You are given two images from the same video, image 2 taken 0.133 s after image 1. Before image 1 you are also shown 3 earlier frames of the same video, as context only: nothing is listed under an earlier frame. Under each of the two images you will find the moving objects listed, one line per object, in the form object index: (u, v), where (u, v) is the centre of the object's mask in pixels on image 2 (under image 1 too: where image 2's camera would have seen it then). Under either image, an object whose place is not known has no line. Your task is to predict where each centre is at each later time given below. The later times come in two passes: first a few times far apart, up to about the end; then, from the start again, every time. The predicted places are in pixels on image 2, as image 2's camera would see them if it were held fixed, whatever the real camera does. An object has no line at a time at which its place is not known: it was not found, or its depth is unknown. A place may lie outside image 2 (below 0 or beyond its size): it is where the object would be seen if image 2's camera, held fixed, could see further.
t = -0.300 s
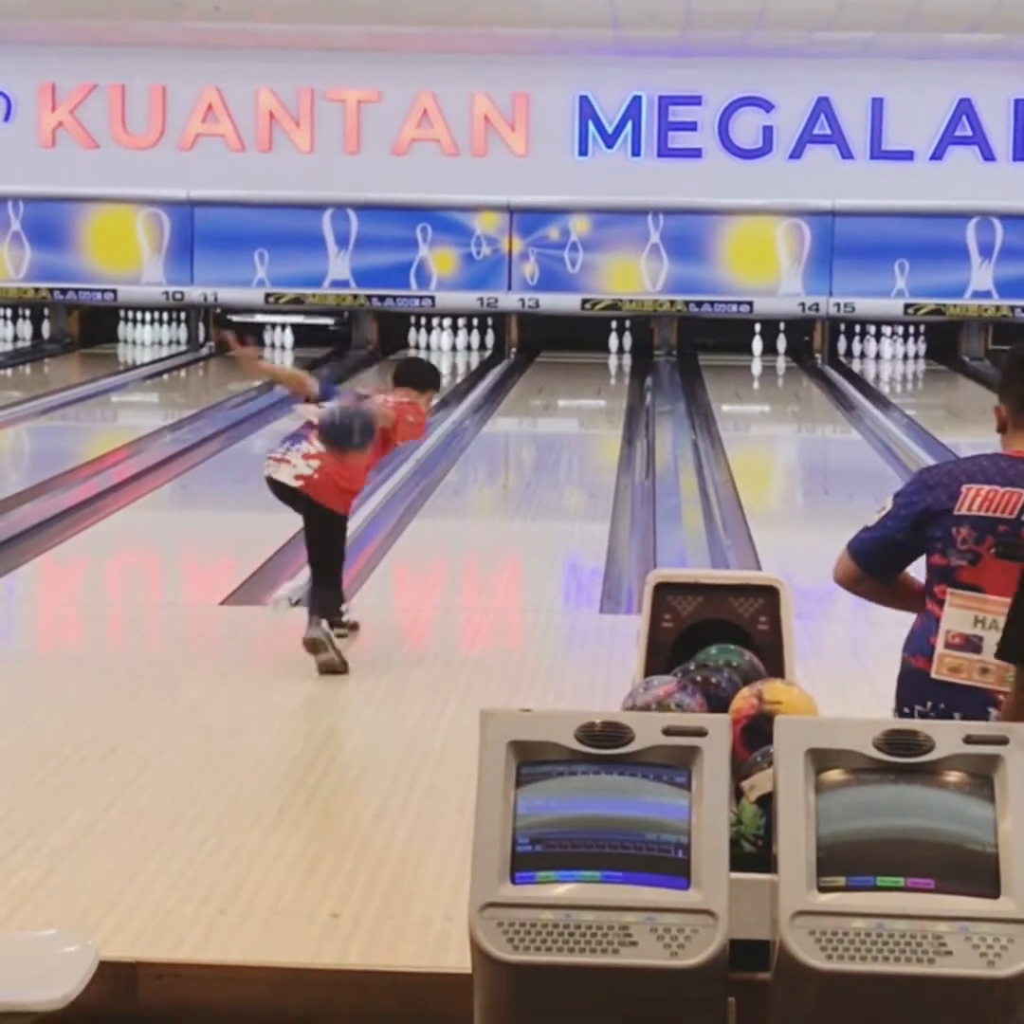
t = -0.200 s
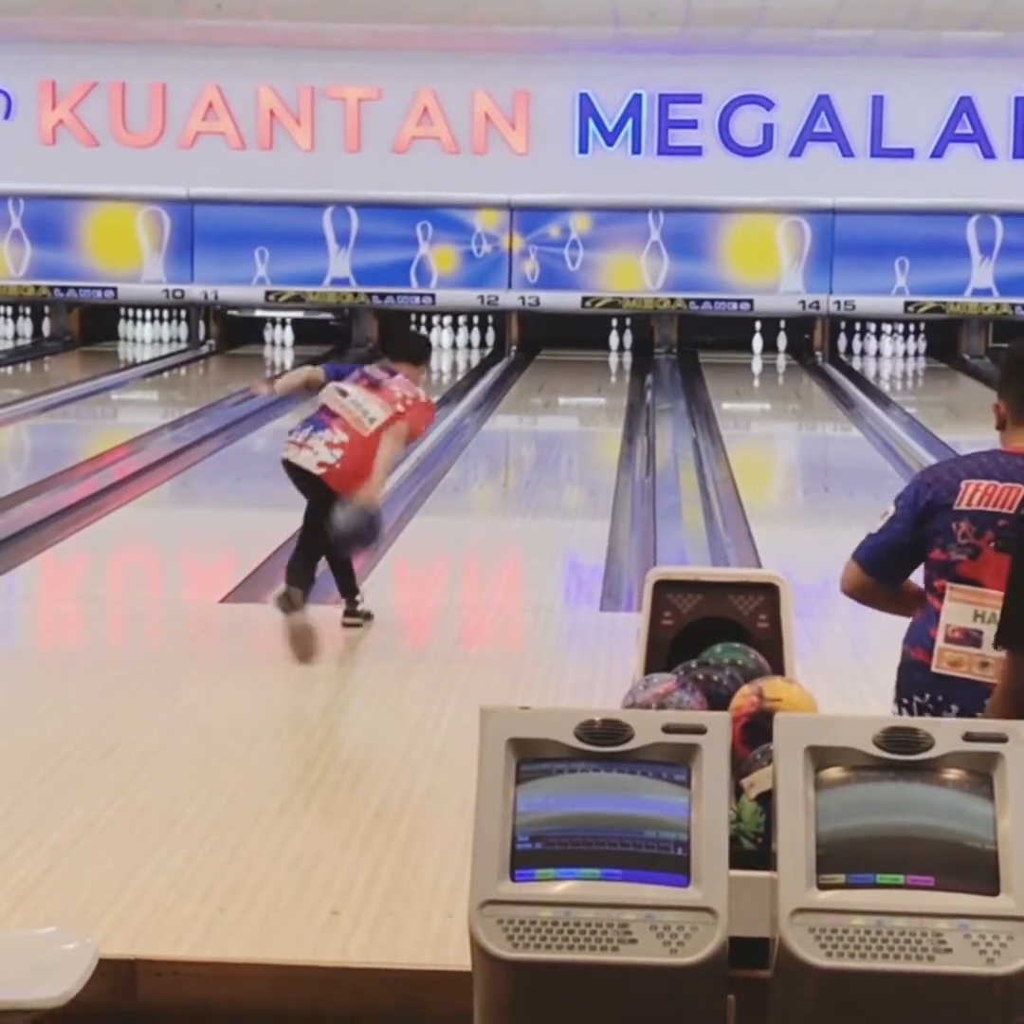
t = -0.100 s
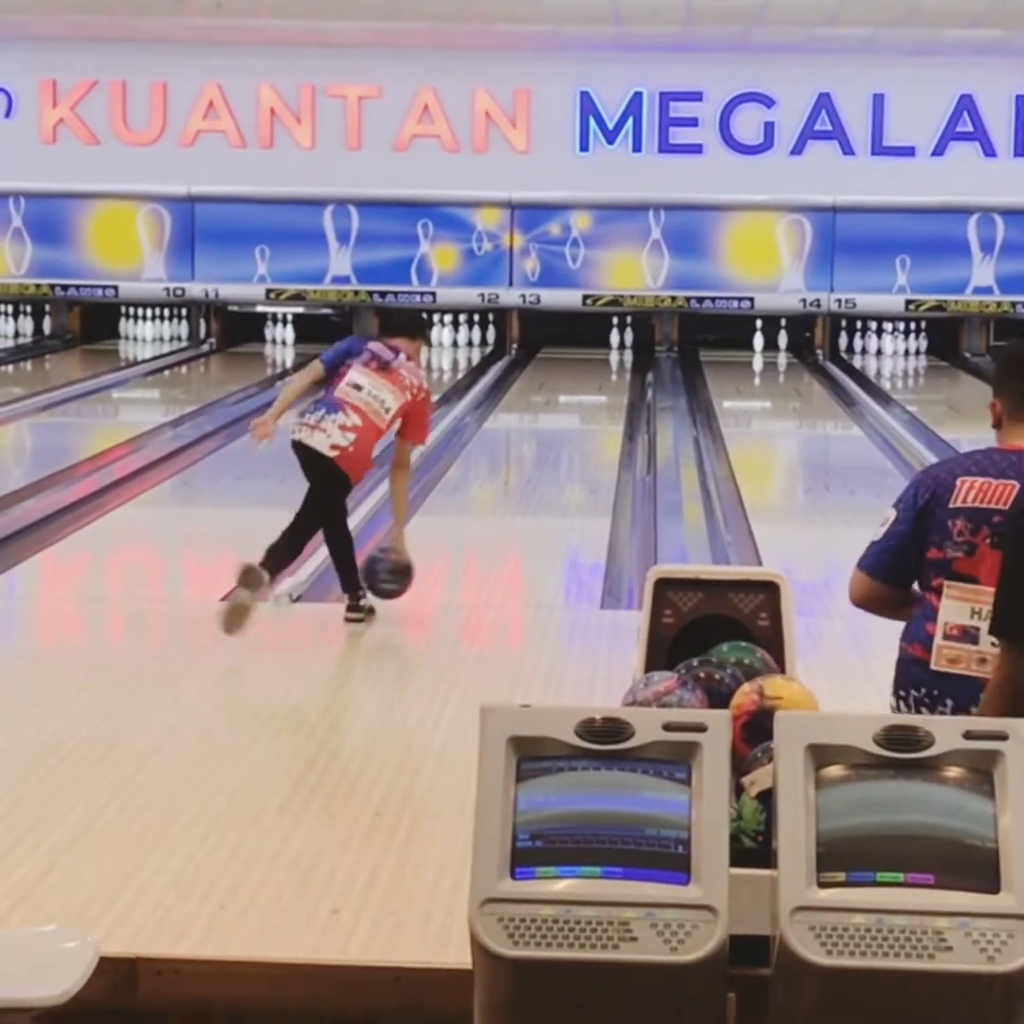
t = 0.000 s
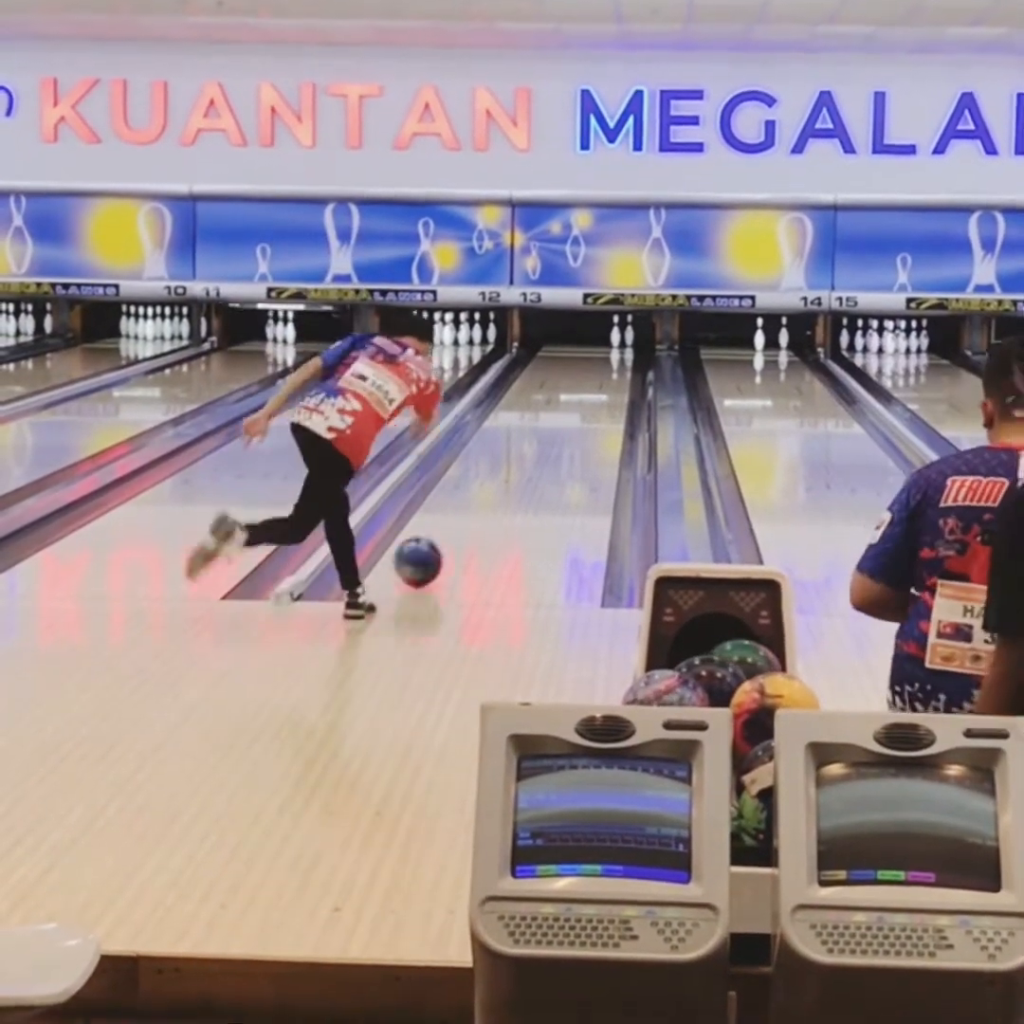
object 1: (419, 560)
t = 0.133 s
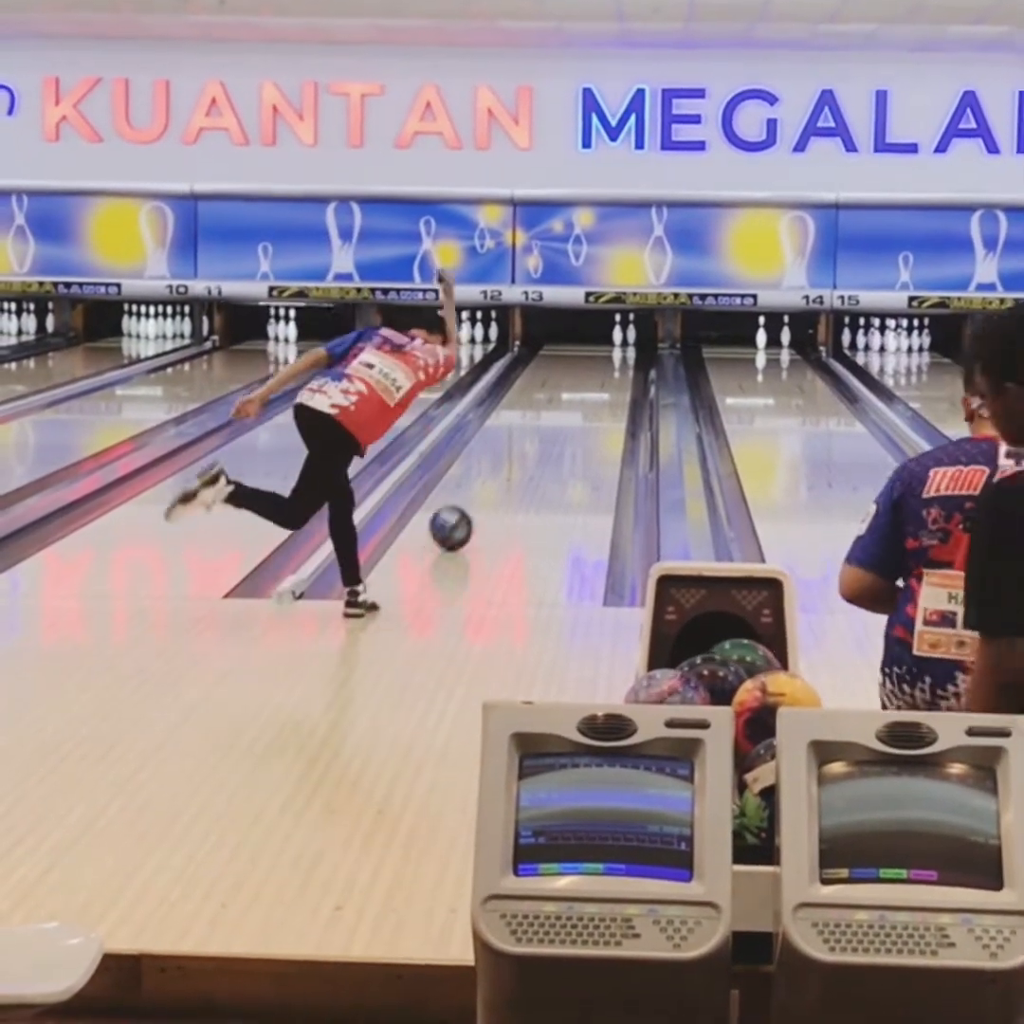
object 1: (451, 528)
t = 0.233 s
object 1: (471, 506)
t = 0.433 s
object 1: (503, 471)
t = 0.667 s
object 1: (532, 441)
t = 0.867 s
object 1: (552, 420)
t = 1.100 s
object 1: (571, 398)
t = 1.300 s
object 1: (582, 383)
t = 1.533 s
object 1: (595, 370)
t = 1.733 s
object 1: (603, 358)
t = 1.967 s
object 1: (612, 349)
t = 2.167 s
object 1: (615, 341)
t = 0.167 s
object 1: (458, 520)
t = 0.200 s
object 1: (465, 514)
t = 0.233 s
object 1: (471, 506)
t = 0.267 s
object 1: (477, 500)
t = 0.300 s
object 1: (482, 494)
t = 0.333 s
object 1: (488, 488)
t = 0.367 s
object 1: (493, 482)
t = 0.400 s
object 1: (498, 477)
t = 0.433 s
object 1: (503, 471)
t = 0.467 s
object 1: (508, 467)
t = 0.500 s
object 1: (513, 462)
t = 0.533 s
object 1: (517, 457)
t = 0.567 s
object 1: (521, 452)
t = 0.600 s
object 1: (525, 449)
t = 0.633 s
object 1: (528, 444)
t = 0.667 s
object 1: (532, 441)
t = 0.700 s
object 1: (535, 436)
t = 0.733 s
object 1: (539, 432)
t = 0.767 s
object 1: (543, 429)
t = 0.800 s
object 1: (546, 426)
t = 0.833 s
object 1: (549, 422)
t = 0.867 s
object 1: (552, 420)
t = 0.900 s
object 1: (555, 415)
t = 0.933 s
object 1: (557, 412)
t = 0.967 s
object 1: (560, 409)
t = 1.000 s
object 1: (562, 407)
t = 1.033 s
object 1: (565, 404)
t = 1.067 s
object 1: (568, 401)
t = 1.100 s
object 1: (571, 398)
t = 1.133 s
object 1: (572, 396)
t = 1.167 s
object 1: (574, 393)
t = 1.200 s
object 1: (577, 391)
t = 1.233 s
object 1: (579, 389)
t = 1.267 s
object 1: (581, 386)
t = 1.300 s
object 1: (582, 383)
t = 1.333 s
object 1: (584, 382)
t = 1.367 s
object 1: (587, 379)
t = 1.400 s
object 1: (589, 378)
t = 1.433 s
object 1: (590, 375)
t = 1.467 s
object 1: (592, 374)
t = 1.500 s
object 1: (594, 373)
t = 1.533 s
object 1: (595, 370)
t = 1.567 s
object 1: (596, 368)
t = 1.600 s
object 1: (598, 365)
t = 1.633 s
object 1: (599, 364)
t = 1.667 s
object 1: (600, 362)
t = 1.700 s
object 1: (601, 361)
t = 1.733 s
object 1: (603, 358)
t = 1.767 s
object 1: (604, 357)
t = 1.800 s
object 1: (606, 355)
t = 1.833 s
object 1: (607, 354)
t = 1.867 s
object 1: (607, 352)
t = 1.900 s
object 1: (609, 352)
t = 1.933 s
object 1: (610, 350)
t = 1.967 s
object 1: (612, 349)
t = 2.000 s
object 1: (613, 348)
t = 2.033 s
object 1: (613, 346)
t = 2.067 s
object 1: (615, 344)
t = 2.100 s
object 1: (614, 342)
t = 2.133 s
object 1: (615, 342)
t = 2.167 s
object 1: (615, 341)
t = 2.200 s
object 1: (615, 341)
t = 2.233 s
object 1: (615, 340)
